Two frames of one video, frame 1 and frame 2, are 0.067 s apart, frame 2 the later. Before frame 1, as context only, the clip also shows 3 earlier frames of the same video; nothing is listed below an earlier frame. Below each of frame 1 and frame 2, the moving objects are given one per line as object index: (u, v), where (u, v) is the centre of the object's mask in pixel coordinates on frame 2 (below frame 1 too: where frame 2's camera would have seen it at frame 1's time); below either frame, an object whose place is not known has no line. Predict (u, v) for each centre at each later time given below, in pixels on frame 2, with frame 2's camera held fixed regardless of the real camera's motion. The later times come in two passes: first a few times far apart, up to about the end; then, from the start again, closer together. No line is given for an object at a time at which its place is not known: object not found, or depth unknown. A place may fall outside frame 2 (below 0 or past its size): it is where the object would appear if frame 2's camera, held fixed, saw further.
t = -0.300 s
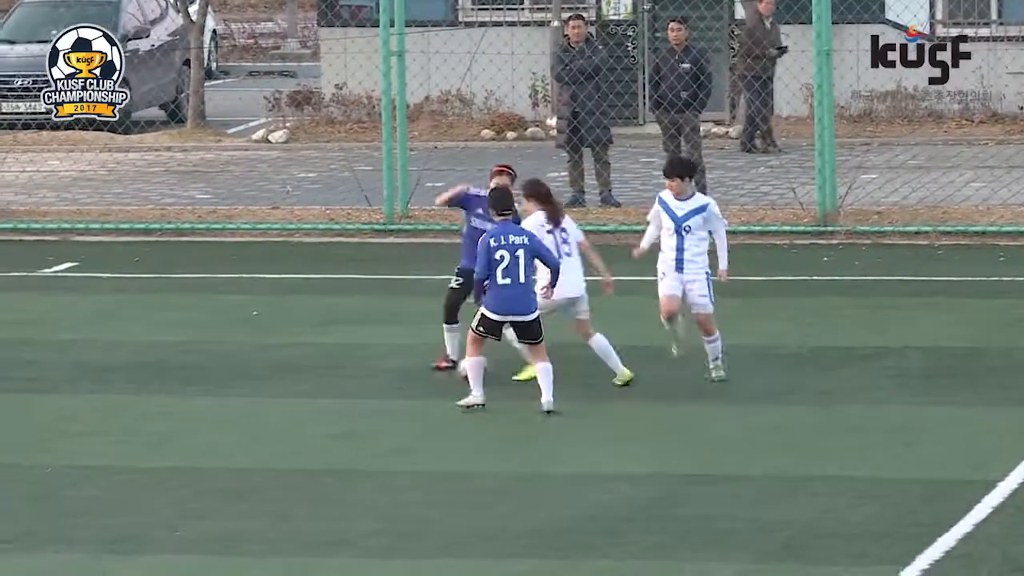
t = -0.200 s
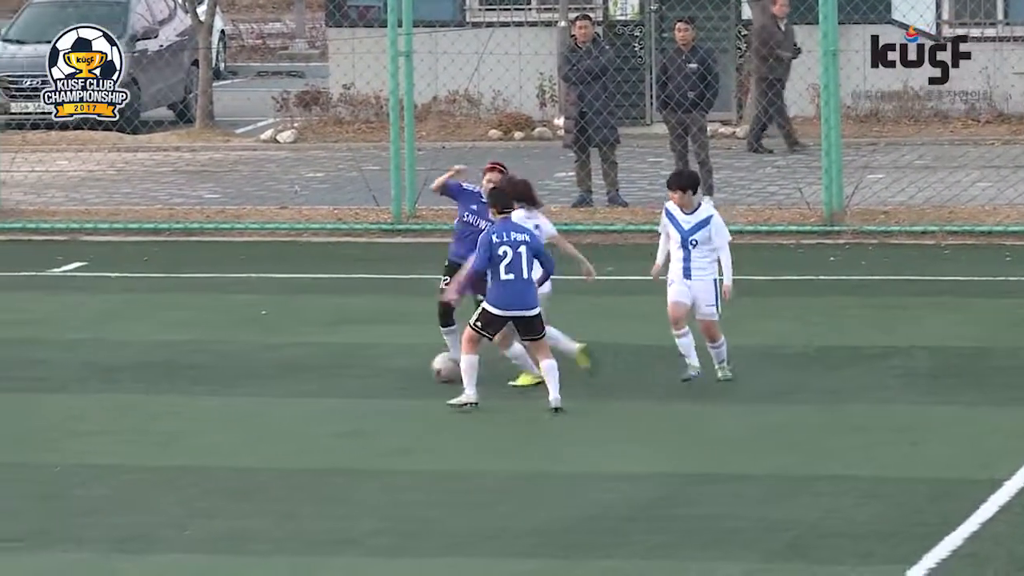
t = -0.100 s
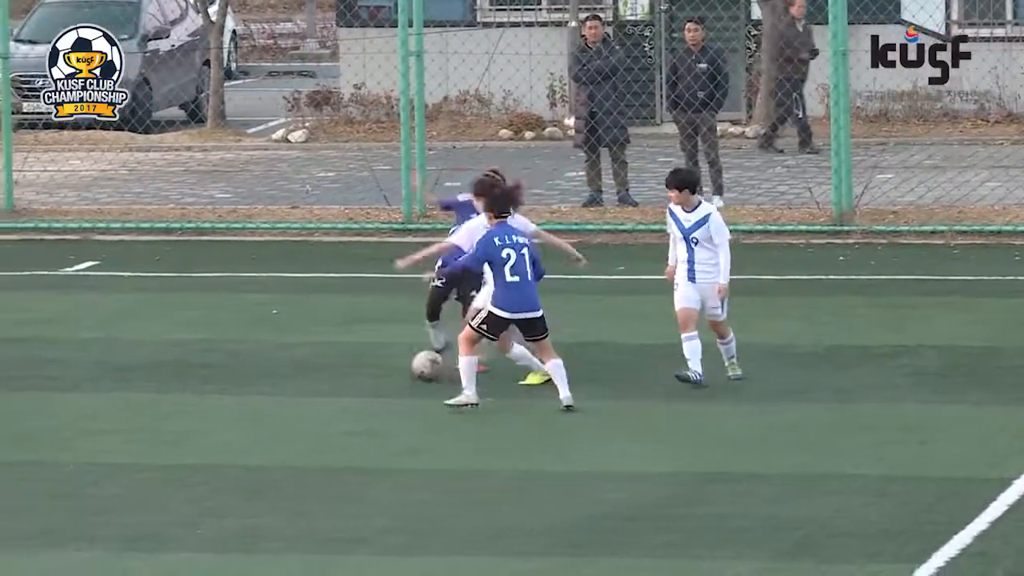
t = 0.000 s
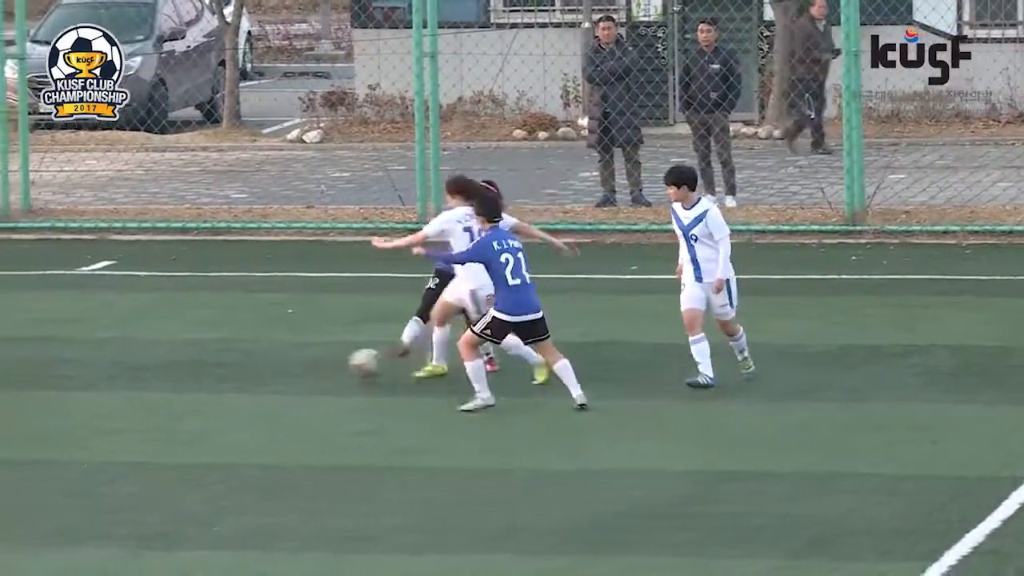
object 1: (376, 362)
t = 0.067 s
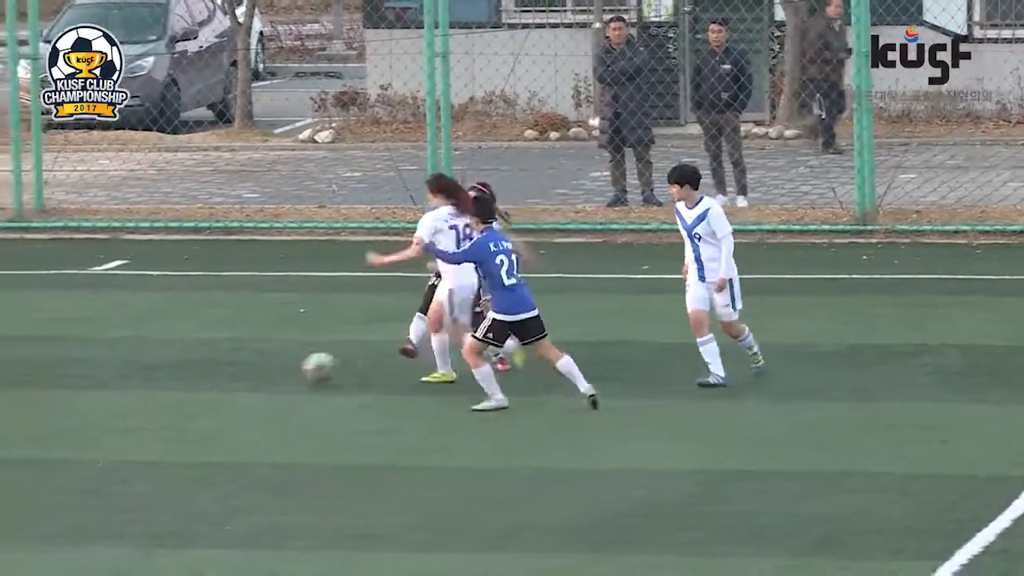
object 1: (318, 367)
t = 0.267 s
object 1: (154, 374)
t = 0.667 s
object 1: (-112, 388)
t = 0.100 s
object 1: (289, 371)
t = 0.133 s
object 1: (262, 369)
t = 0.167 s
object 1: (235, 368)
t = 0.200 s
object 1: (207, 368)
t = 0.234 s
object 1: (181, 370)
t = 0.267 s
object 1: (154, 374)
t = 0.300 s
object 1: (127, 376)
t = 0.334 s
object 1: (102, 375)
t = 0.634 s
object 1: (-96, 388)
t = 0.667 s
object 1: (-112, 388)
